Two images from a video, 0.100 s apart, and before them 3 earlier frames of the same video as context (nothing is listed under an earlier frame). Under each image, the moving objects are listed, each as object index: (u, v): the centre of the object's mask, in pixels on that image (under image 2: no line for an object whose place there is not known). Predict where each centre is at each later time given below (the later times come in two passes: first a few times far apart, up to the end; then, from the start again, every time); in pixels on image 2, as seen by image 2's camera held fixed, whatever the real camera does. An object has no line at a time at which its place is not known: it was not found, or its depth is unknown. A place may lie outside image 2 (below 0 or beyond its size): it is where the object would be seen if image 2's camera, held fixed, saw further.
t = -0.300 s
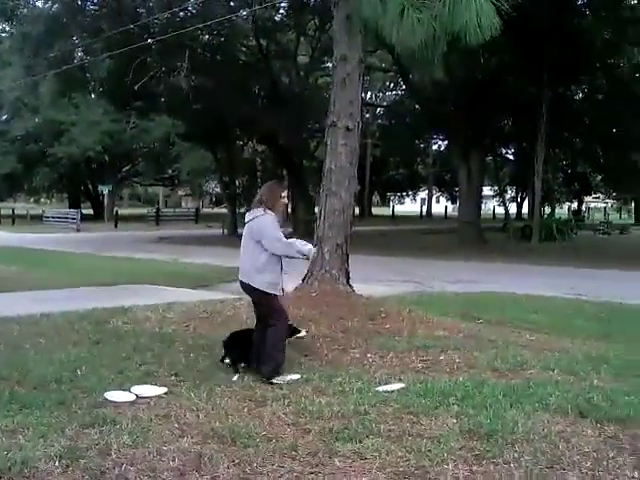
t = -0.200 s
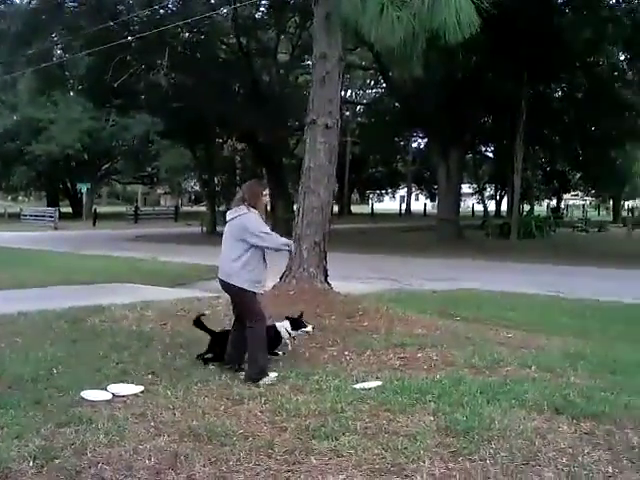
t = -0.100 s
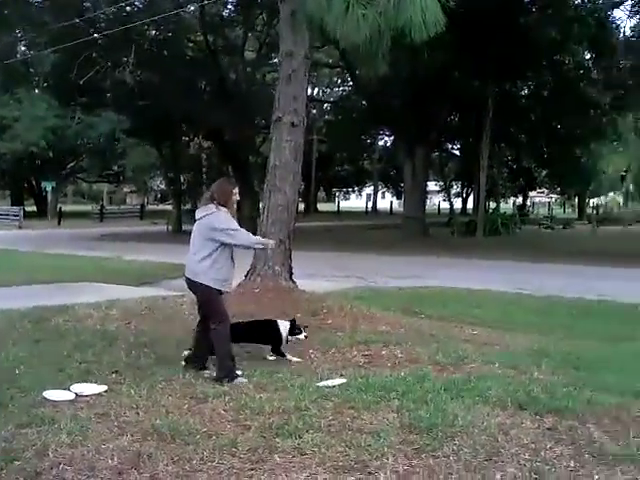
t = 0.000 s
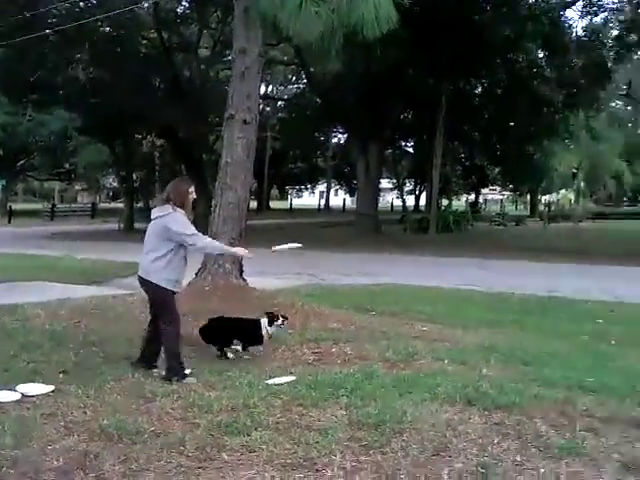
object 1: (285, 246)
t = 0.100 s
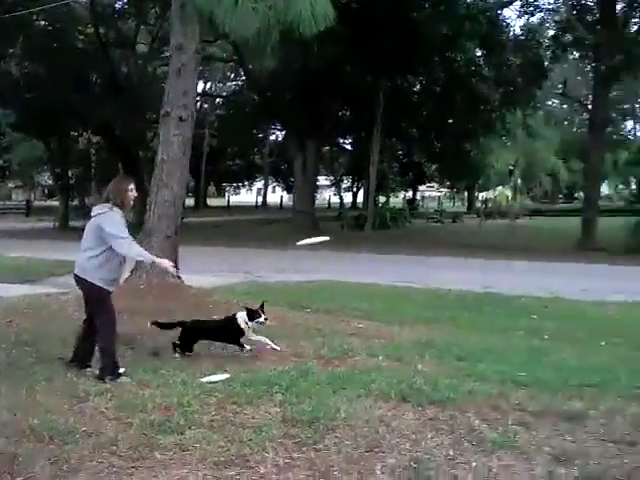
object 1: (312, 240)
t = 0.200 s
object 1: (408, 241)
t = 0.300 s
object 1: (523, 242)
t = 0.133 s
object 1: (342, 241)
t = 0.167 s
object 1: (374, 241)
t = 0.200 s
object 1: (408, 241)
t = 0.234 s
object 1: (445, 241)
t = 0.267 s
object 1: (483, 241)
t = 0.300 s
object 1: (523, 242)
